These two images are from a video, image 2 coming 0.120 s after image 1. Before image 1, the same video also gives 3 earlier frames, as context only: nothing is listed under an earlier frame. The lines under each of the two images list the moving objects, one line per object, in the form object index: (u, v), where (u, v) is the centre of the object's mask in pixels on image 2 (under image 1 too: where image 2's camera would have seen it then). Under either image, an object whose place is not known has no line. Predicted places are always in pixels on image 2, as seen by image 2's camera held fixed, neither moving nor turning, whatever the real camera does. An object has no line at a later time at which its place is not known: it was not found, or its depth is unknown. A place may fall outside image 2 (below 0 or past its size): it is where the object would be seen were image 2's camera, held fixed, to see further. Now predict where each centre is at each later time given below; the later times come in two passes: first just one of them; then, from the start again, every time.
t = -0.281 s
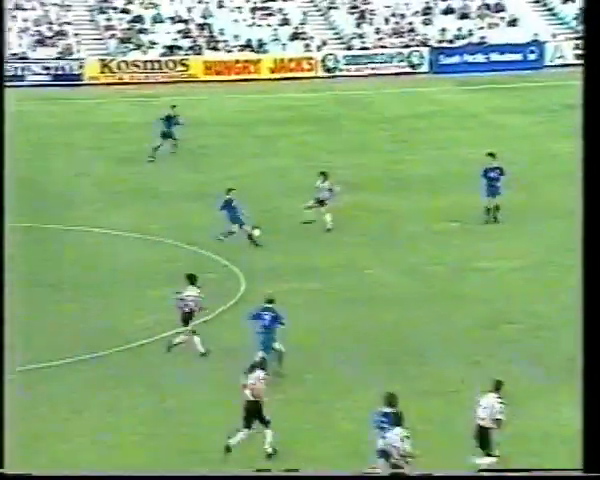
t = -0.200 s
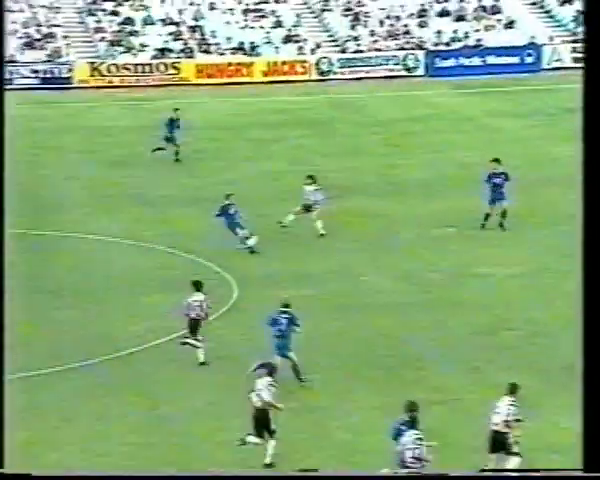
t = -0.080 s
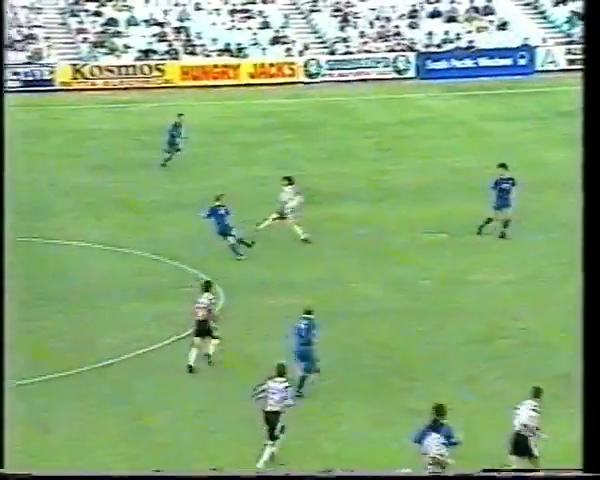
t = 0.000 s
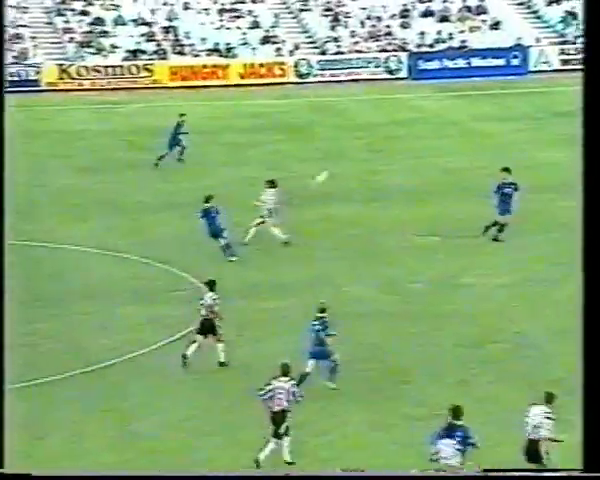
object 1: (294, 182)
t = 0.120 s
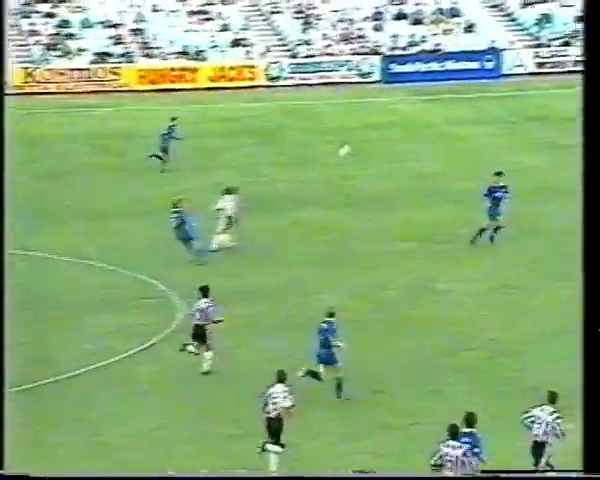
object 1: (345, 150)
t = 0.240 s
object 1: (392, 130)
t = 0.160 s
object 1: (360, 142)
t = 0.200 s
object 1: (375, 135)
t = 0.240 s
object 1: (392, 130)
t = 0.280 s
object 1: (405, 123)
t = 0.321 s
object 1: (419, 117)
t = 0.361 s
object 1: (433, 114)
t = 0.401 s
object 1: (444, 110)
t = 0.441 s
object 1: (458, 109)
